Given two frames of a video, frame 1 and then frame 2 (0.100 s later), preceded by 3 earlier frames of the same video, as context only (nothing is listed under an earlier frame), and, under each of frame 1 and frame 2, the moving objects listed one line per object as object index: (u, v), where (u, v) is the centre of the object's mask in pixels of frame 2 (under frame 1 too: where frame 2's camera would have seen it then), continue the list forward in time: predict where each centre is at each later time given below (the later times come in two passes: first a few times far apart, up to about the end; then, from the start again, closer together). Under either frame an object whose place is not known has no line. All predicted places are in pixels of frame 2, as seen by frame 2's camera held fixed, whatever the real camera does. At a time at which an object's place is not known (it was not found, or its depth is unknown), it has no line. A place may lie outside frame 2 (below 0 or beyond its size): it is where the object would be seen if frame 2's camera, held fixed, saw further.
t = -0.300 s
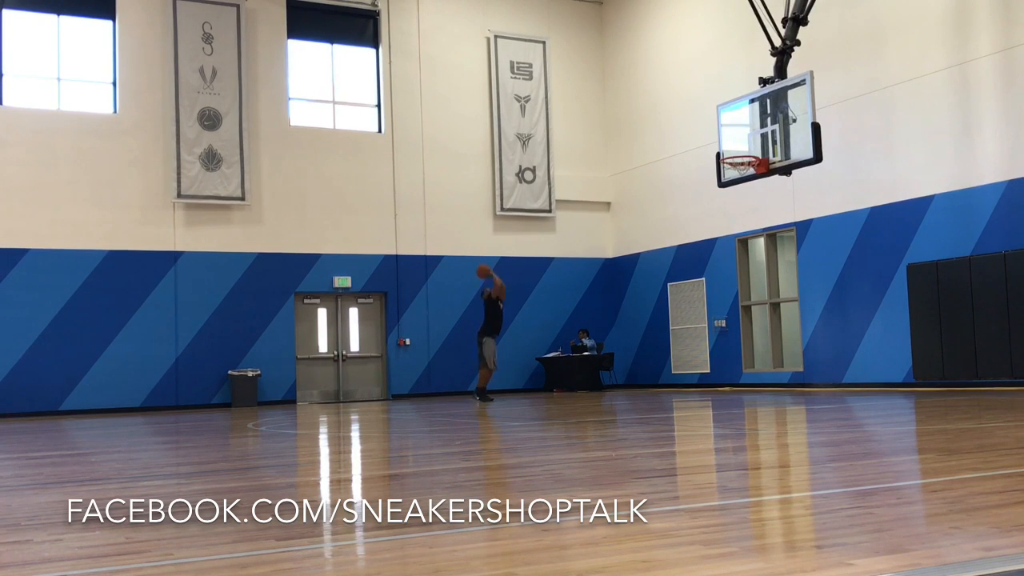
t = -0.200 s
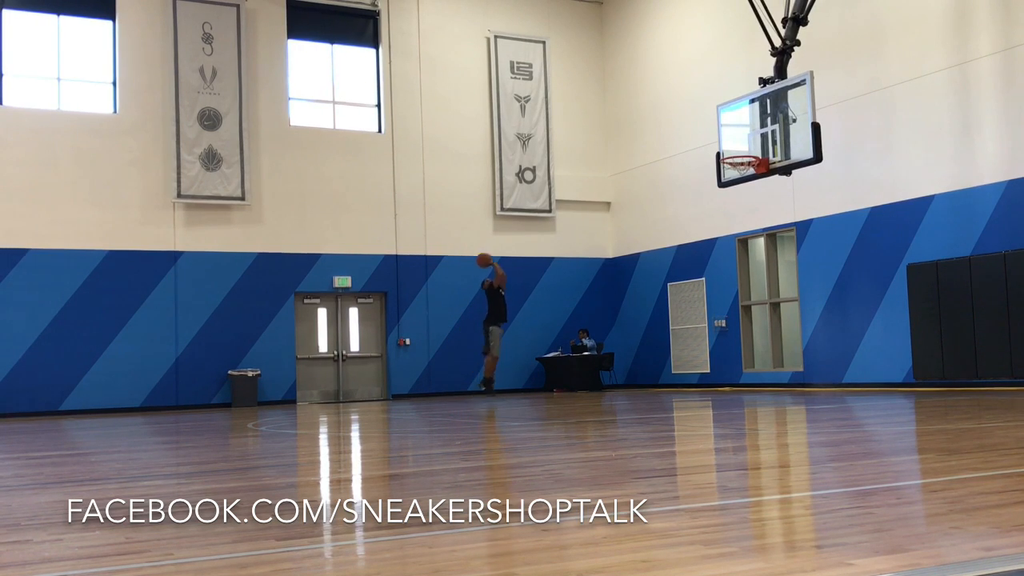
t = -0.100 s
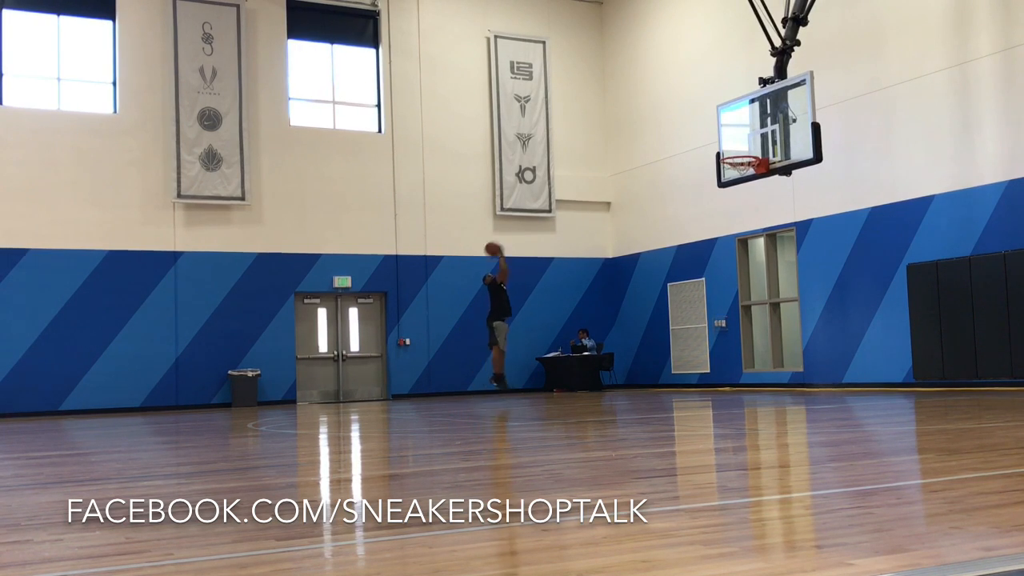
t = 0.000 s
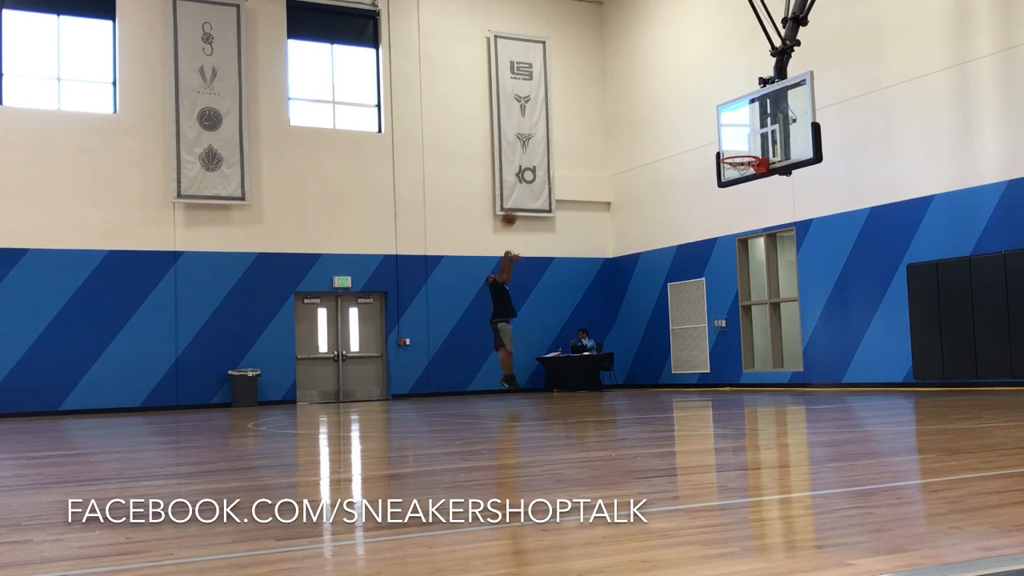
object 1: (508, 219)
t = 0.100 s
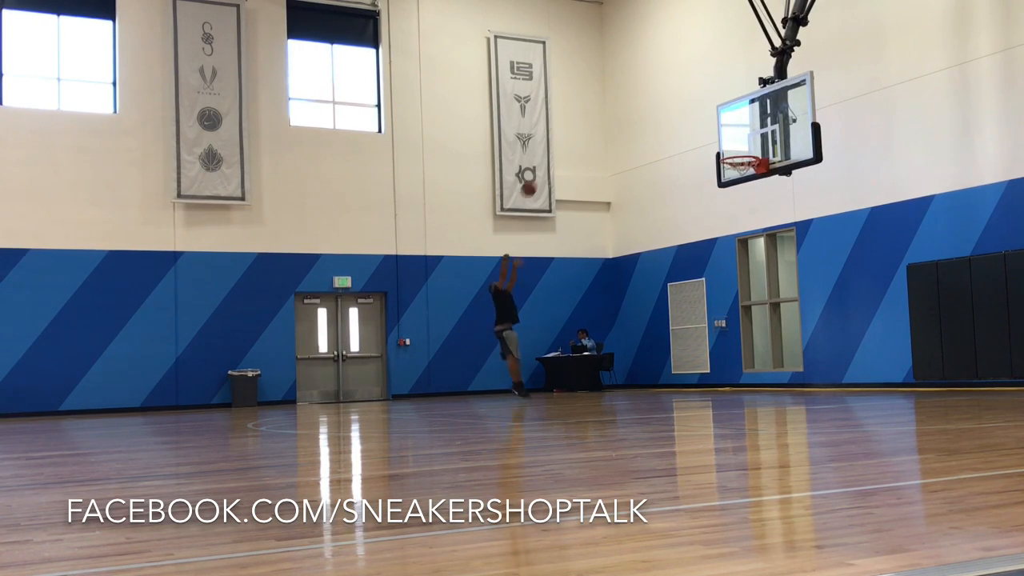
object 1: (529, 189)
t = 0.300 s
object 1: (571, 143)
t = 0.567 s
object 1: (634, 118)
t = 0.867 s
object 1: (718, 147)
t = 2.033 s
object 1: (771, 129)
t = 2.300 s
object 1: (795, 182)
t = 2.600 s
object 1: (828, 320)
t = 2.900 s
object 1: (850, 313)
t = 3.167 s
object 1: (867, 245)
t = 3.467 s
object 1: (893, 246)
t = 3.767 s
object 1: (926, 339)
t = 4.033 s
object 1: (951, 341)
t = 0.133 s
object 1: (535, 180)
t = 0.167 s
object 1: (542, 172)
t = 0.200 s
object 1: (549, 163)
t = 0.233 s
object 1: (557, 156)
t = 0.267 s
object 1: (563, 149)
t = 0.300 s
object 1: (571, 143)
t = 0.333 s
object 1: (578, 138)
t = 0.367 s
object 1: (586, 133)
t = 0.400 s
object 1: (594, 128)
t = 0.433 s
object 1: (601, 125)
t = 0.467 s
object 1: (609, 122)
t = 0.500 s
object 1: (617, 121)
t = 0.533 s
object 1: (626, 119)
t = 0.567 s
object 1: (634, 118)
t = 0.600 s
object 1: (643, 118)
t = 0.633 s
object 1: (652, 119)
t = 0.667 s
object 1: (661, 121)
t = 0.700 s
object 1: (670, 123)
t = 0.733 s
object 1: (679, 126)
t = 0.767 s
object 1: (689, 130)
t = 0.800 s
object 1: (699, 135)
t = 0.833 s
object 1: (708, 141)
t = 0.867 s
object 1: (718, 147)
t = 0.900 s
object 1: (729, 153)
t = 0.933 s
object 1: (732, 146)
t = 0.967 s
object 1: (735, 137)
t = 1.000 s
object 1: (737, 128)
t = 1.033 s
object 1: (740, 121)
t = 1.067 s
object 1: (743, 113)
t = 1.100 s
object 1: (746, 107)
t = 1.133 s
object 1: (749, 102)
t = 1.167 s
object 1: (752, 97)
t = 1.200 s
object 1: (754, 94)
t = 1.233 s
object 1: (756, 91)
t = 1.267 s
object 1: (755, 90)
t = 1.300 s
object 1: (754, 90)
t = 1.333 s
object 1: (753, 90)
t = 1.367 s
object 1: (752, 92)
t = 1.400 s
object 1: (752, 94)
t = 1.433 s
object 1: (751, 96)
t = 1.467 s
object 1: (750, 101)
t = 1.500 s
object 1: (750, 105)
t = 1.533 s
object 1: (749, 111)
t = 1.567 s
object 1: (748, 118)
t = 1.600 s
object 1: (748, 125)
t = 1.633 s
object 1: (747, 133)
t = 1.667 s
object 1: (747, 143)
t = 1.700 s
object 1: (748, 145)
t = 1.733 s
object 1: (750, 139)
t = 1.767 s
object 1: (752, 135)
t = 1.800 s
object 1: (754, 131)
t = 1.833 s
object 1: (756, 128)
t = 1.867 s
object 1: (759, 126)
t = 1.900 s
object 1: (760, 125)
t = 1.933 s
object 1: (764, 124)
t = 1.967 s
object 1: (765, 125)
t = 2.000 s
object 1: (769, 126)
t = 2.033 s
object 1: (771, 129)
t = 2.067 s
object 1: (774, 132)
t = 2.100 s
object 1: (777, 136)
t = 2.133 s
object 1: (779, 141)
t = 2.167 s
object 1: (783, 148)
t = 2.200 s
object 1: (786, 155)
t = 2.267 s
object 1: (791, 172)
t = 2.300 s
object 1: (795, 182)
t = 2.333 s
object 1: (798, 192)
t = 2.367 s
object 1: (802, 204)
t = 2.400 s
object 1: (805, 217)
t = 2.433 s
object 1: (809, 232)
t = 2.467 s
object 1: (813, 248)
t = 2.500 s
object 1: (816, 264)
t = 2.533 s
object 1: (820, 281)
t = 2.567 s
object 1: (824, 300)
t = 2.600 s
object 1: (828, 320)
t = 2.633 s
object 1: (831, 341)
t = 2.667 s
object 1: (835, 364)
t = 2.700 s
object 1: (838, 386)
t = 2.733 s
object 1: (841, 387)
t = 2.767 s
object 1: (843, 372)
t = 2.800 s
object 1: (845, 356)
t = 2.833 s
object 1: (846, 340)
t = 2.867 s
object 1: (848, 326)
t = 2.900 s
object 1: (850, 313)
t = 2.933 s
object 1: (852, 301)
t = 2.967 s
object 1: (854, 290)
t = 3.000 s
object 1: (856, 280)
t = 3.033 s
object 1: (858, 271)
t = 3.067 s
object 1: (860, 263)
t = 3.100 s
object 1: (862, 256)
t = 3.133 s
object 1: (865, 250)
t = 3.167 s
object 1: (867, 245)
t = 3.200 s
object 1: (870, 241)
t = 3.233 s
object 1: (872, 238)
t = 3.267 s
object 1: (875, 236)
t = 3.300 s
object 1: (878, 235)
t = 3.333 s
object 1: (881, 235)
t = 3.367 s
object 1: (883, 237)
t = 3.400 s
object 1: (887, 239)
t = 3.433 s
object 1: (890, 242)
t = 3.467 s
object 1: (893, 246)
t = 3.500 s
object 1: (896, 252)
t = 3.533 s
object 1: (900, 259)
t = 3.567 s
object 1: (904, 267)
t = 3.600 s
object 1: (907, 276)
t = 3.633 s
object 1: (911, 286)
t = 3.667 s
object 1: (915, 297)
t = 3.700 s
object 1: (919, 310)
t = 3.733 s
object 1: (922, 324)
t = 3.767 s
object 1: (926, 339)
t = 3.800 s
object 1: (930, 355)
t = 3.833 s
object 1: (934, 373)
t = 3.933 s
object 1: (943, 374)
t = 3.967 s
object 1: (946, 363)
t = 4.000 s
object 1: (948, 352)
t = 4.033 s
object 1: (951, 341)
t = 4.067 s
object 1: (954, 332)
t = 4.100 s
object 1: (956, 324)
